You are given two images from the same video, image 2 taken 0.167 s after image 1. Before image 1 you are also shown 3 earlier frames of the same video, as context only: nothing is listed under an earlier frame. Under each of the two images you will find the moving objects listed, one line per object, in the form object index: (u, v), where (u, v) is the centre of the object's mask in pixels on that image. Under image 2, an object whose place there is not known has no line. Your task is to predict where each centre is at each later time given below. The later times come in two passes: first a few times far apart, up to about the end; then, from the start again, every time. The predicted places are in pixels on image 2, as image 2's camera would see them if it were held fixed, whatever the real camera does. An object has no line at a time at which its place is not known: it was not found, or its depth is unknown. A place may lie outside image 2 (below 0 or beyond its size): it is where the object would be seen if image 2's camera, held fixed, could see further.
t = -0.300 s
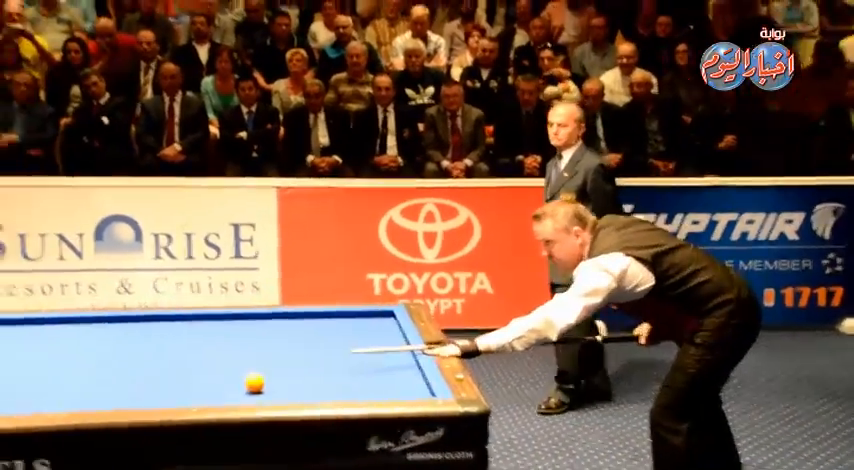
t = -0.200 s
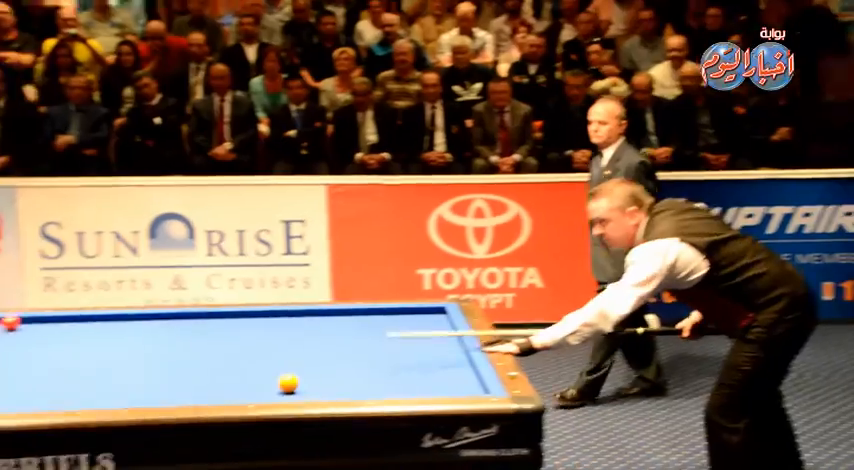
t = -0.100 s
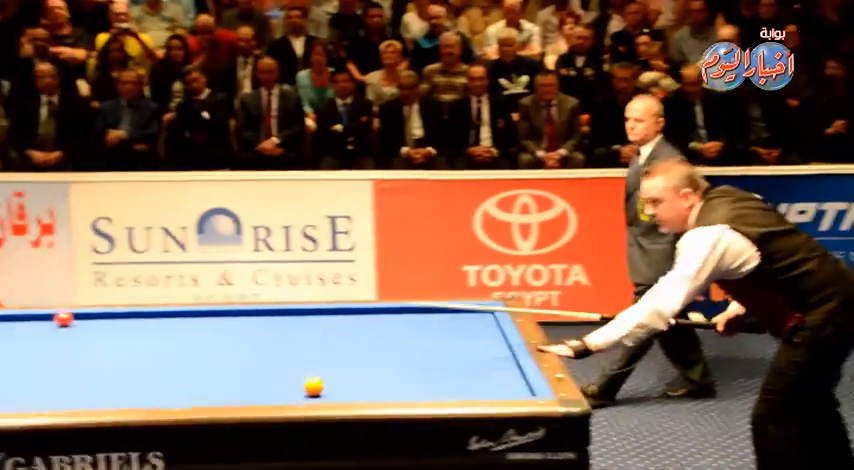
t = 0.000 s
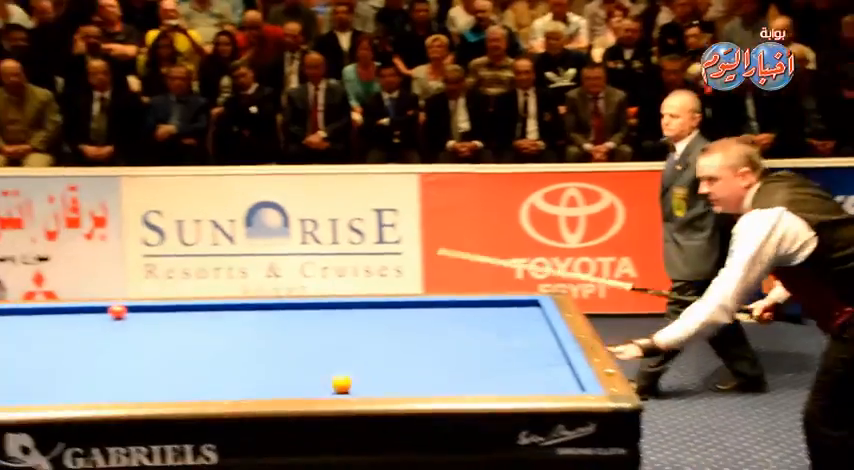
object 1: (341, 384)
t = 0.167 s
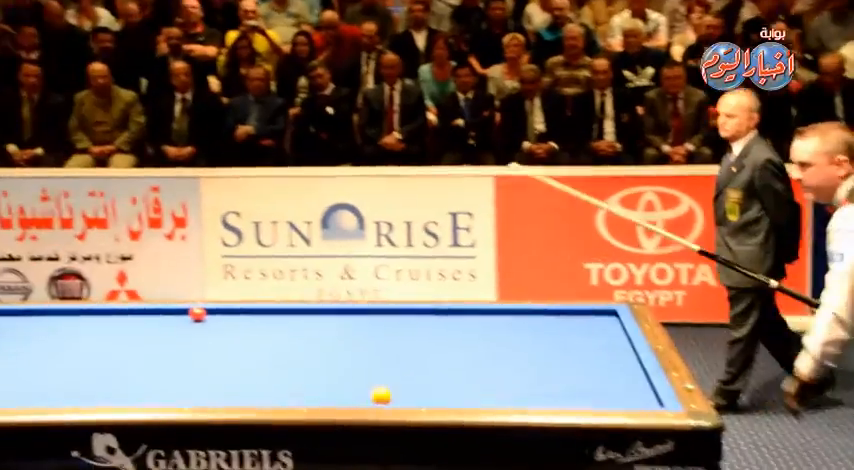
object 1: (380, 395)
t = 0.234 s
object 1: (370, 396)
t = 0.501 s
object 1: (313, 402)
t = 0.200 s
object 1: (375, 396)
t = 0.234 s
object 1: (370, 396)
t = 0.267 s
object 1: (363, 398)
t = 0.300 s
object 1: (356, 399)
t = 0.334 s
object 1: (349, 401)
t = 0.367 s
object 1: (342, 402)
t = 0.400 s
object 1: (334, 402)
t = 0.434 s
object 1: (326, 401)
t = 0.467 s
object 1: (321, 402)
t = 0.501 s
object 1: (313, 402)
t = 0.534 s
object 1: (304, 400)
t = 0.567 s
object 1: (296, 400)
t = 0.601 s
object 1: (288, 401)
